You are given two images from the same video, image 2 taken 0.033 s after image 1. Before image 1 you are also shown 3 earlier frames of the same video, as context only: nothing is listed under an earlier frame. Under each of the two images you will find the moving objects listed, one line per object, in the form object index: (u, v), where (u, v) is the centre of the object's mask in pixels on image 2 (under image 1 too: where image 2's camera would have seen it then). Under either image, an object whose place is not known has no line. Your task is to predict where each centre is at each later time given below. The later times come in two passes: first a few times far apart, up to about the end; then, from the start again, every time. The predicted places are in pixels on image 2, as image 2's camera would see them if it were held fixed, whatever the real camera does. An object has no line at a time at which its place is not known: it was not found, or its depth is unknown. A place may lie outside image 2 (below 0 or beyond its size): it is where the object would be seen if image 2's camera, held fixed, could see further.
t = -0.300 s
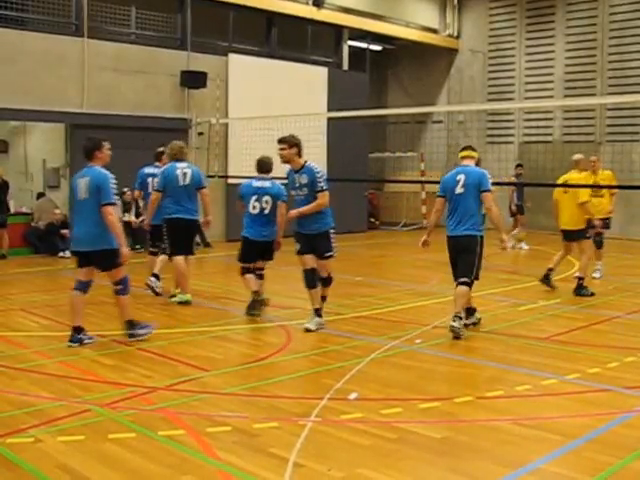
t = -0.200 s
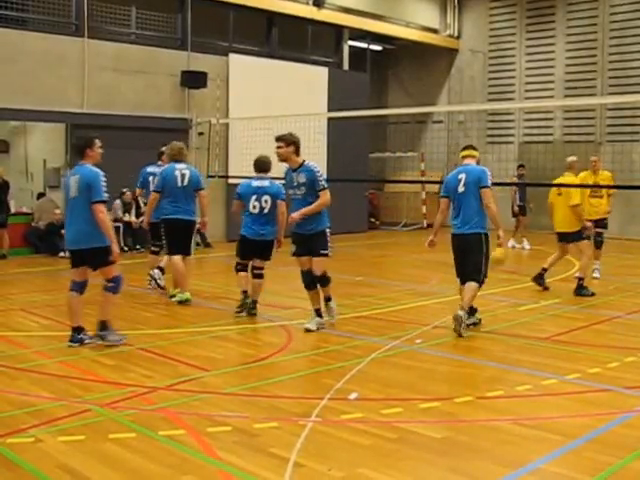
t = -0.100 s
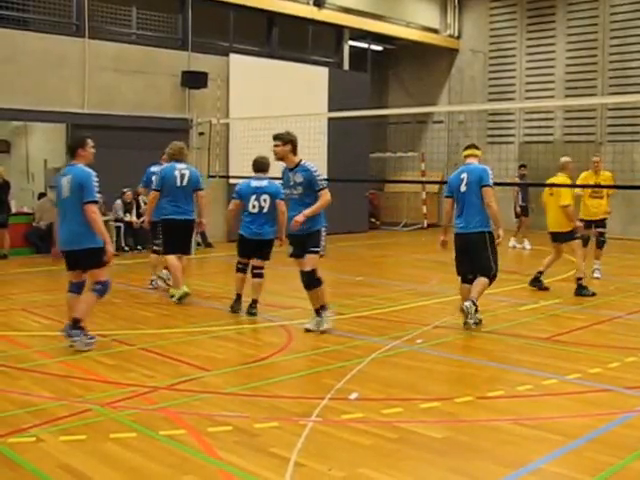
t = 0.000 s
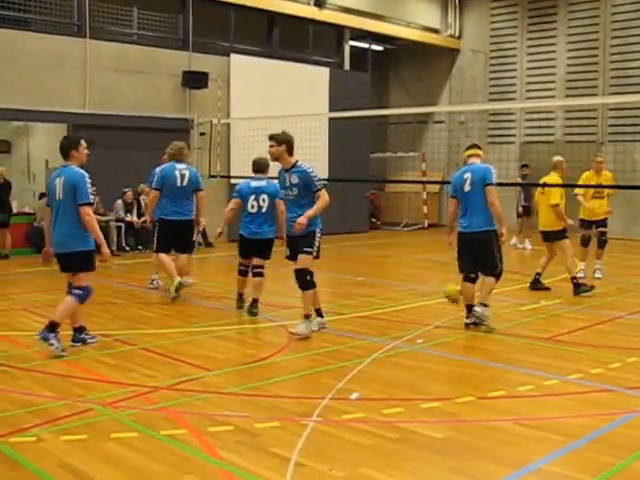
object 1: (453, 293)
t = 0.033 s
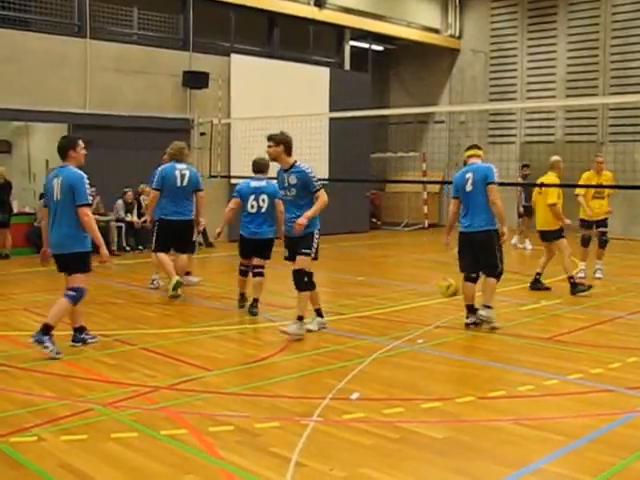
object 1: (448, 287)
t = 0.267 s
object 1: (399, 273)
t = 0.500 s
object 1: (340, 321)
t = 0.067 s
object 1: (441, 283)
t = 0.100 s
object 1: (435, 279)
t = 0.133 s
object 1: (429, 276)
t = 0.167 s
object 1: (423, 272)
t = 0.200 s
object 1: (415, 272)
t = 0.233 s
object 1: (407, 272)
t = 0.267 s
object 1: (399, 273)
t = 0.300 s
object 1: (392, 276)
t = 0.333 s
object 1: (384, 279)
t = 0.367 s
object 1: (376, 285)
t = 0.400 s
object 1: (366, 291)
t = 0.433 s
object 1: (358, 301)
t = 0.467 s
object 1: (350, 309)
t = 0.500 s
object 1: (340, 321)
